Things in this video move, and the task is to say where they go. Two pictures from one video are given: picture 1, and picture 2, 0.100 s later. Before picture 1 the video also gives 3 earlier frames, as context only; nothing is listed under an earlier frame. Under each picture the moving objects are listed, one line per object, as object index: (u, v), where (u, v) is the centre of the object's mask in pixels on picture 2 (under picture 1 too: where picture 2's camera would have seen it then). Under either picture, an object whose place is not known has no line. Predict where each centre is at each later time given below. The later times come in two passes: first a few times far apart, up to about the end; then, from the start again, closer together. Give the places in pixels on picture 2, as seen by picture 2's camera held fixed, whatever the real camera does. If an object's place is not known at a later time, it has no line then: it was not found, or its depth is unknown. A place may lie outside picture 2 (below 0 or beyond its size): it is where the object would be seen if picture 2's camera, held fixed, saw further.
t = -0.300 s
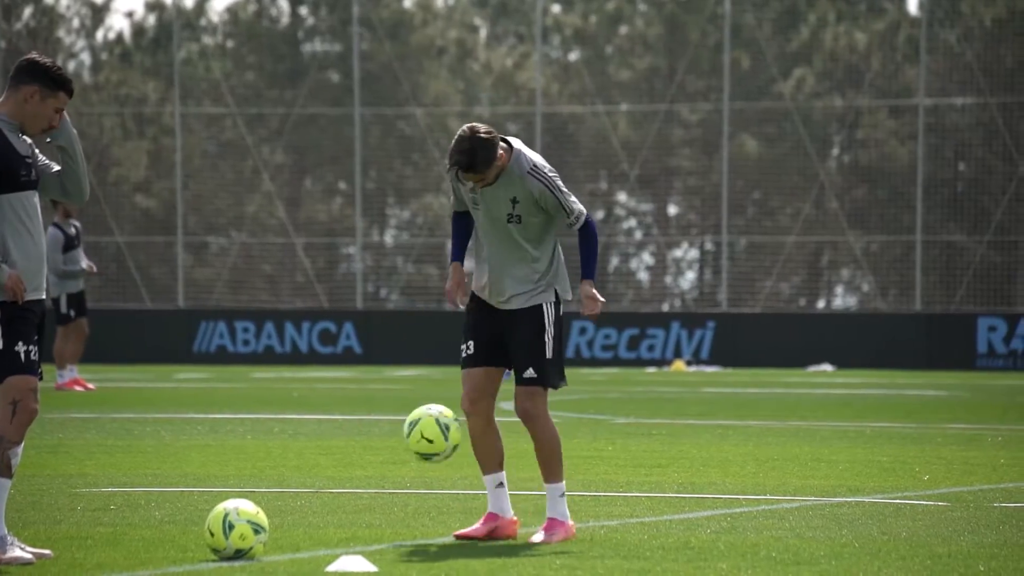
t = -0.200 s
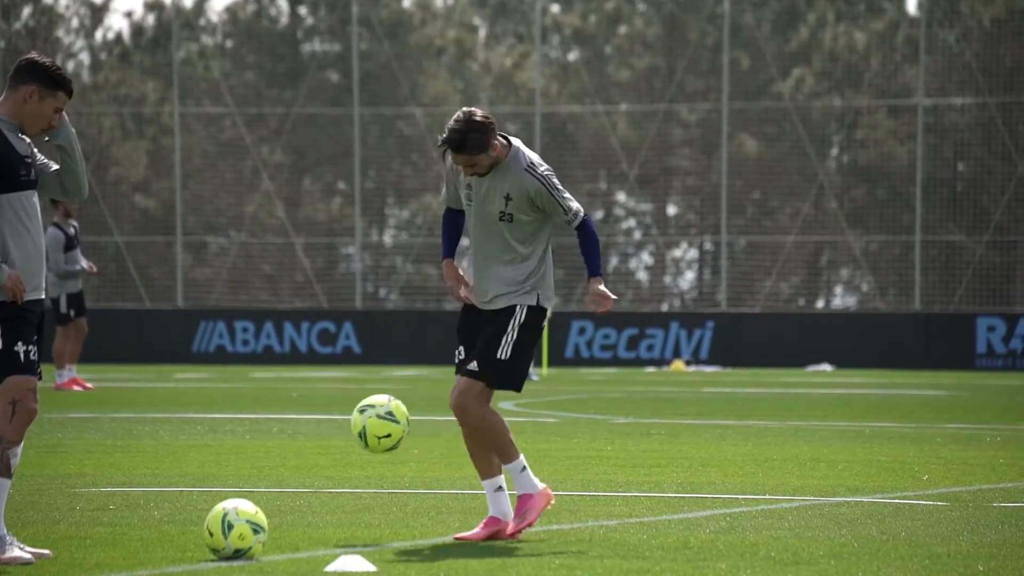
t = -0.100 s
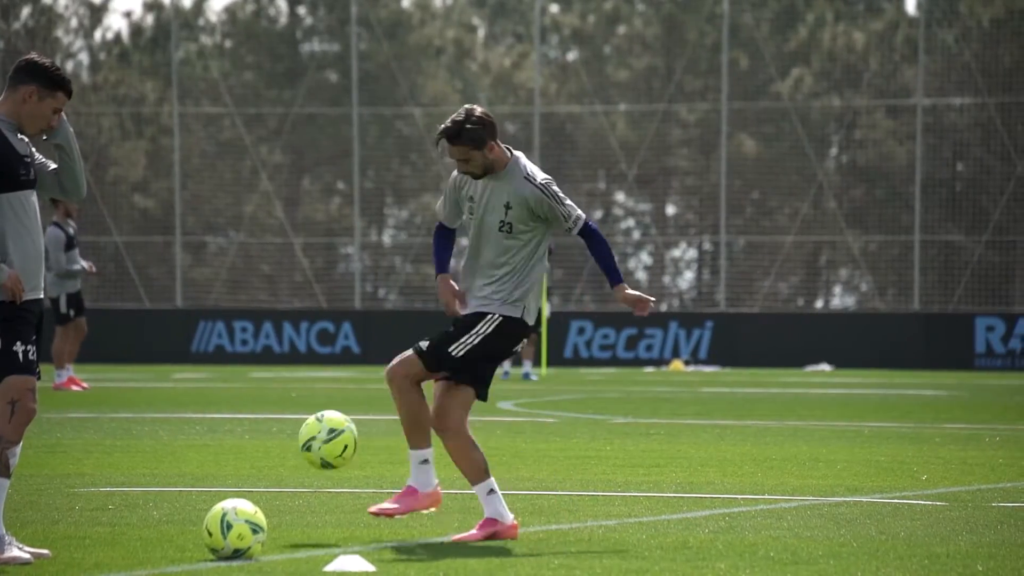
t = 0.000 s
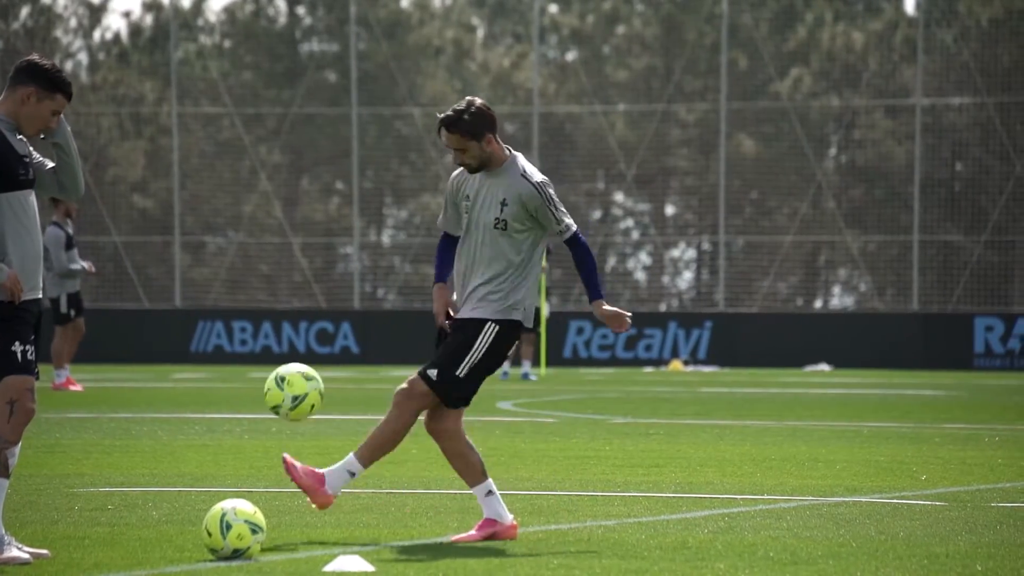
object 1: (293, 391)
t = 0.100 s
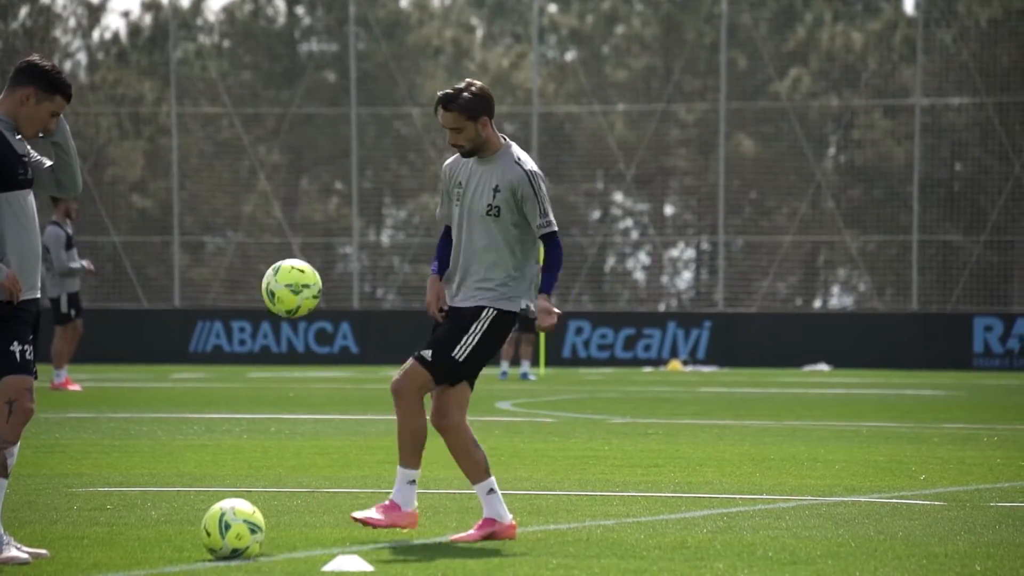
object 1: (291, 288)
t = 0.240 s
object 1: (290, 181)
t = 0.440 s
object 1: (288, 115)
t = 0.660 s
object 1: (286, 166)
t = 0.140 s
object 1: (291, 253)
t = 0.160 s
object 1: (291, 237)
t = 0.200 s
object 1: (291, 207)
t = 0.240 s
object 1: (290, 181)
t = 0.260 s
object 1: (290, 170)
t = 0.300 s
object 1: (290, 150)
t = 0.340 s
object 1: (289, 135)
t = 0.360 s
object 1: (289, 129)
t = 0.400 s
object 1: (288, 120)
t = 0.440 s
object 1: (288, 115)
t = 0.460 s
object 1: (288, 114)
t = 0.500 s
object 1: (287, 115)
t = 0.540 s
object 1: (287, 121)
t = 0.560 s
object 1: (287, 125)
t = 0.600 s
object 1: (286, 138)
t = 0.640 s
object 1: (286, 155)
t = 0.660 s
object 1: (286, 166)
